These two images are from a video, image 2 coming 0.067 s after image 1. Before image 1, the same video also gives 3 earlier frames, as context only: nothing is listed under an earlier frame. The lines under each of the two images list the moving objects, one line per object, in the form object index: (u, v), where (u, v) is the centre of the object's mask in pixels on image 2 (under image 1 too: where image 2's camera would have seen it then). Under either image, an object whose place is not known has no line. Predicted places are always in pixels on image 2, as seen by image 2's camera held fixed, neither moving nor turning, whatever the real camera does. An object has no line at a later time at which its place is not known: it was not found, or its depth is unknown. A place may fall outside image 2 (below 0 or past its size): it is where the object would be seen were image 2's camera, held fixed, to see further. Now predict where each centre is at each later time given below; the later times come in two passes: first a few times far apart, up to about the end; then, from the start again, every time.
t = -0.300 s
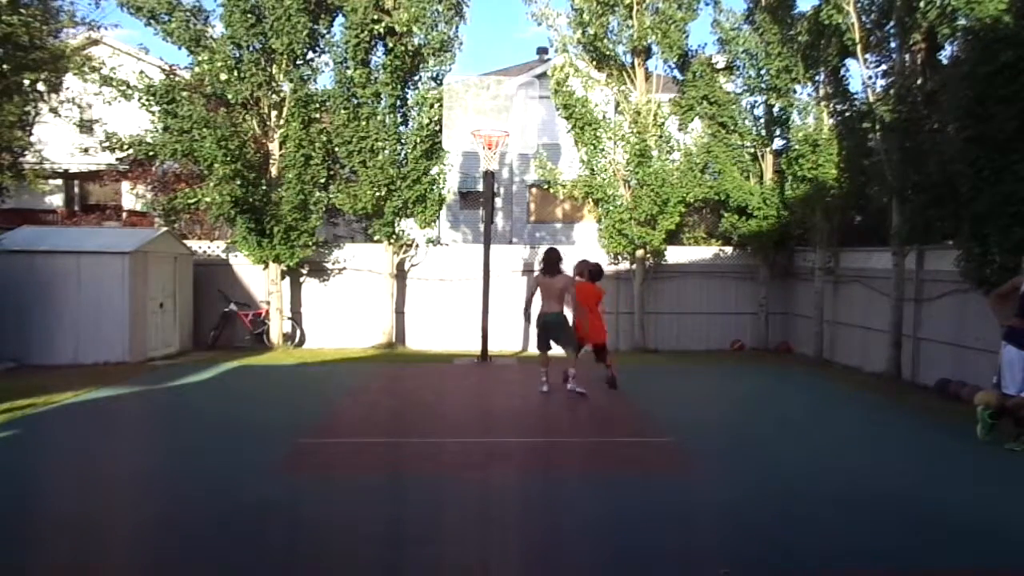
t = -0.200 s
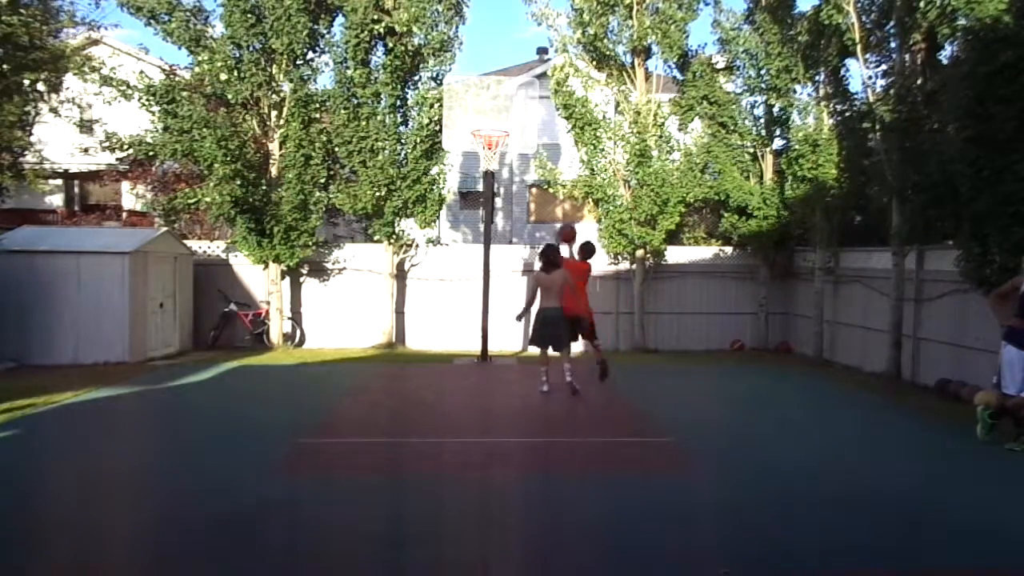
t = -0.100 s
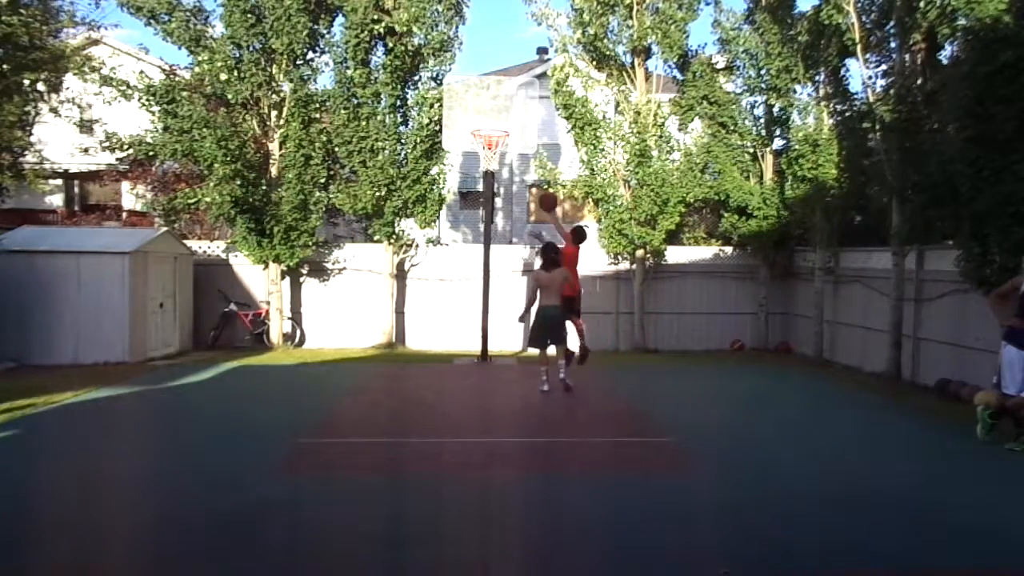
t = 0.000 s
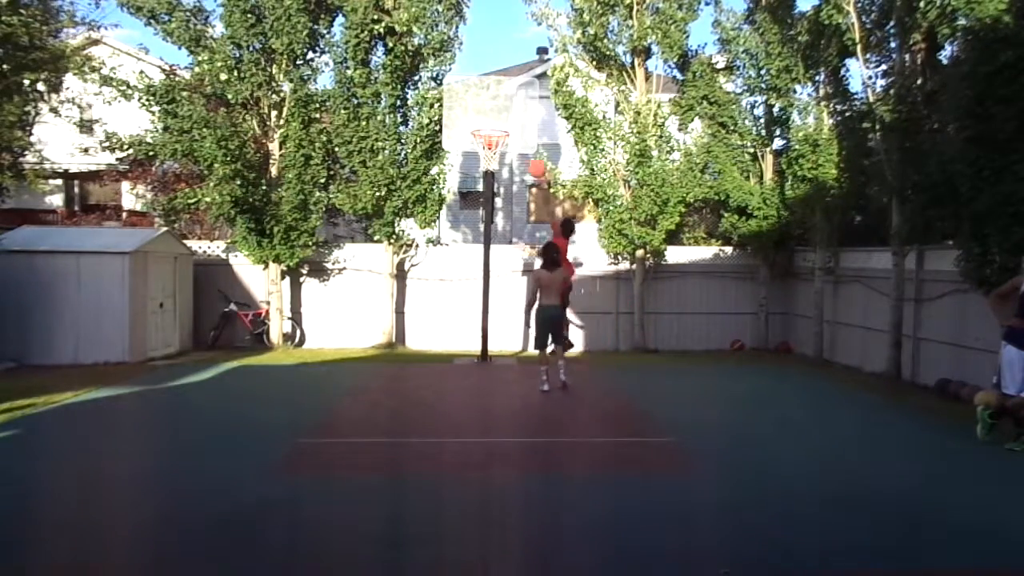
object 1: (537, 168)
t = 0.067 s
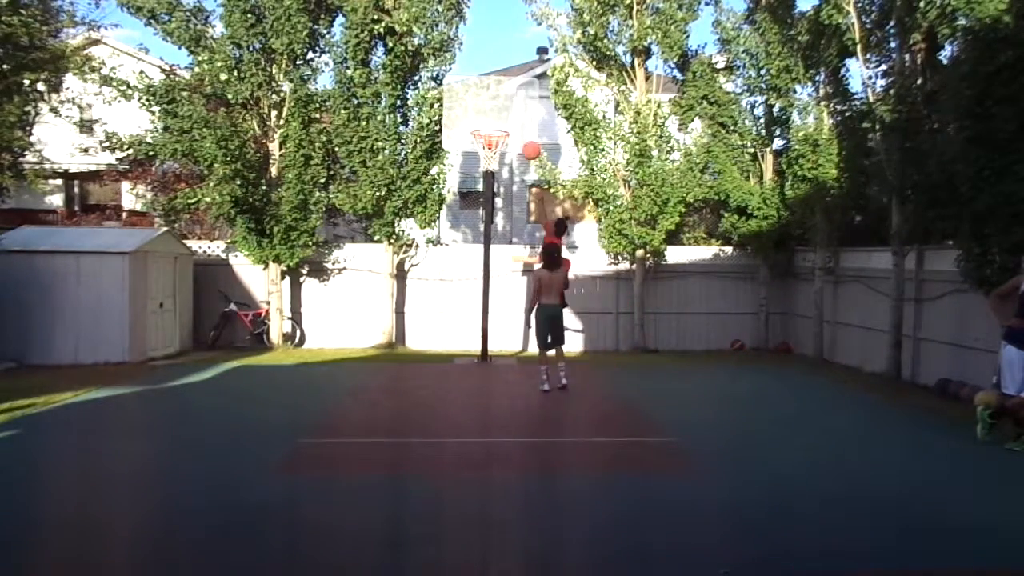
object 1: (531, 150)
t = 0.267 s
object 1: (515, 117)
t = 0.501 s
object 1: (510, 114)
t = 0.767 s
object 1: (499, 117)
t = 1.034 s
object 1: (488, 141)
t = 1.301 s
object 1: (479, 217)
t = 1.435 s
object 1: (476, 270)
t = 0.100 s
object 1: (529, 143)
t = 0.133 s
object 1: (525, 136)
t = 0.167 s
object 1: (522, 130)
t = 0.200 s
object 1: (519, 124)
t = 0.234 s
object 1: (515, 120)
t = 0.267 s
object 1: (515, 117)
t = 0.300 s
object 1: (514, 114)
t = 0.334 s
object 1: (513, 112)
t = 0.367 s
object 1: (513, 111)
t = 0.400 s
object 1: (512, 111)
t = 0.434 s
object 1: (511, 111)
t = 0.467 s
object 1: (511, 111)
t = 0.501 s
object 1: (510, 114)
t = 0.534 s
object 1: (510, 117)
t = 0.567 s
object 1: (509, 121)
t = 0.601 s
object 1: (508, 123)
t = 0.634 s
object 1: (506, 120)
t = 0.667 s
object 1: (504, 118)
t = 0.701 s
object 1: (503, 117)
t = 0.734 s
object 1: (501, 116)
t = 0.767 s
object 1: (499, 117)
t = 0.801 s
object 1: (497, 118)
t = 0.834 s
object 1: (495, 120)
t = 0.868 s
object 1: (493, 122)
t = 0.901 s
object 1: (492, 125)
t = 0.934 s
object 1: (490, 128)
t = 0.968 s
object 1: (484, 138)
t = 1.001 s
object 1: (488, 142)
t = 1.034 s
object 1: (488, 141)
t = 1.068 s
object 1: (489, 141)
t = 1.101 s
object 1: (483, 169)
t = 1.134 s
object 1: (481, 171)
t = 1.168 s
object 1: (482, 178)
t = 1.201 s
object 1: (480, 187)
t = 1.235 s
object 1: (479, 196)
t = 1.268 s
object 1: (478, 206)
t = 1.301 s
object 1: (479, 217)
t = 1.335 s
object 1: (478, 229)
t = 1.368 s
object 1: (477, 240)
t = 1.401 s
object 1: (477, 256)
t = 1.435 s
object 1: (476, 270)
